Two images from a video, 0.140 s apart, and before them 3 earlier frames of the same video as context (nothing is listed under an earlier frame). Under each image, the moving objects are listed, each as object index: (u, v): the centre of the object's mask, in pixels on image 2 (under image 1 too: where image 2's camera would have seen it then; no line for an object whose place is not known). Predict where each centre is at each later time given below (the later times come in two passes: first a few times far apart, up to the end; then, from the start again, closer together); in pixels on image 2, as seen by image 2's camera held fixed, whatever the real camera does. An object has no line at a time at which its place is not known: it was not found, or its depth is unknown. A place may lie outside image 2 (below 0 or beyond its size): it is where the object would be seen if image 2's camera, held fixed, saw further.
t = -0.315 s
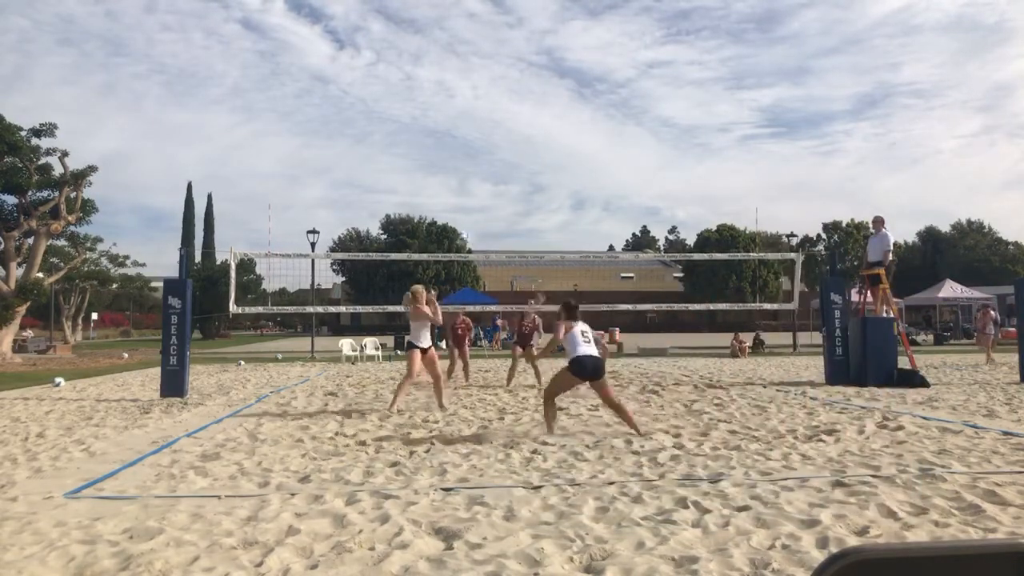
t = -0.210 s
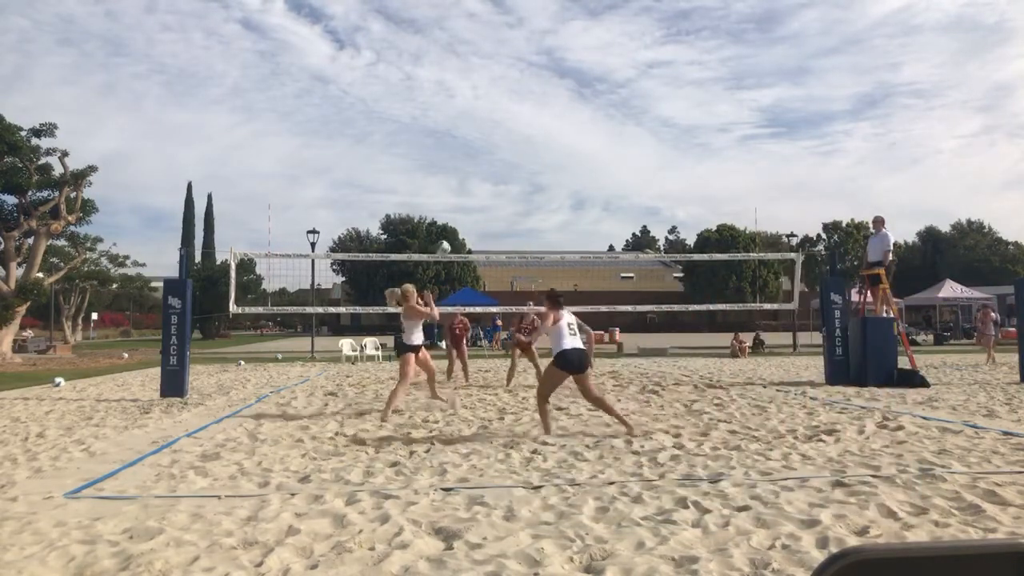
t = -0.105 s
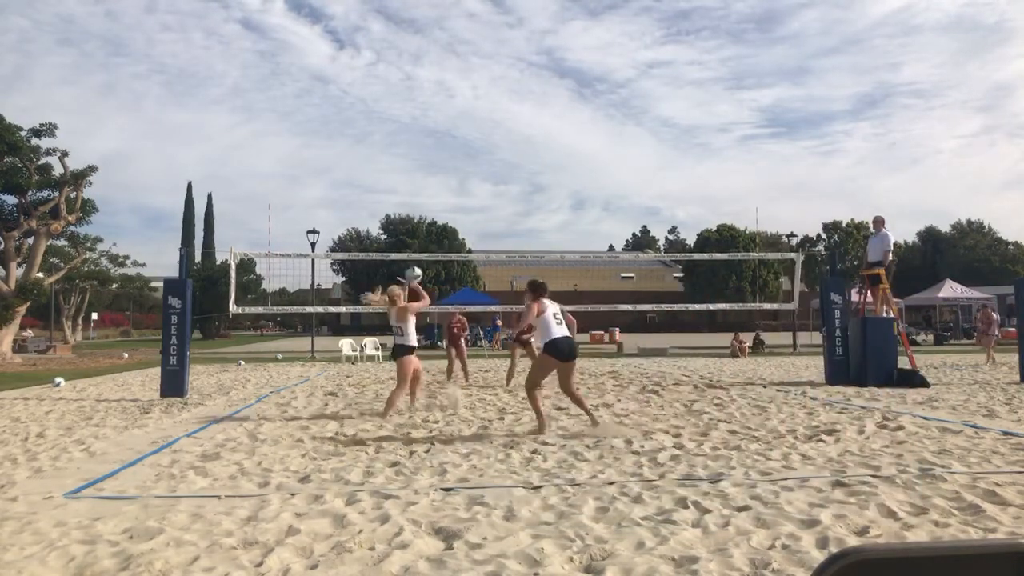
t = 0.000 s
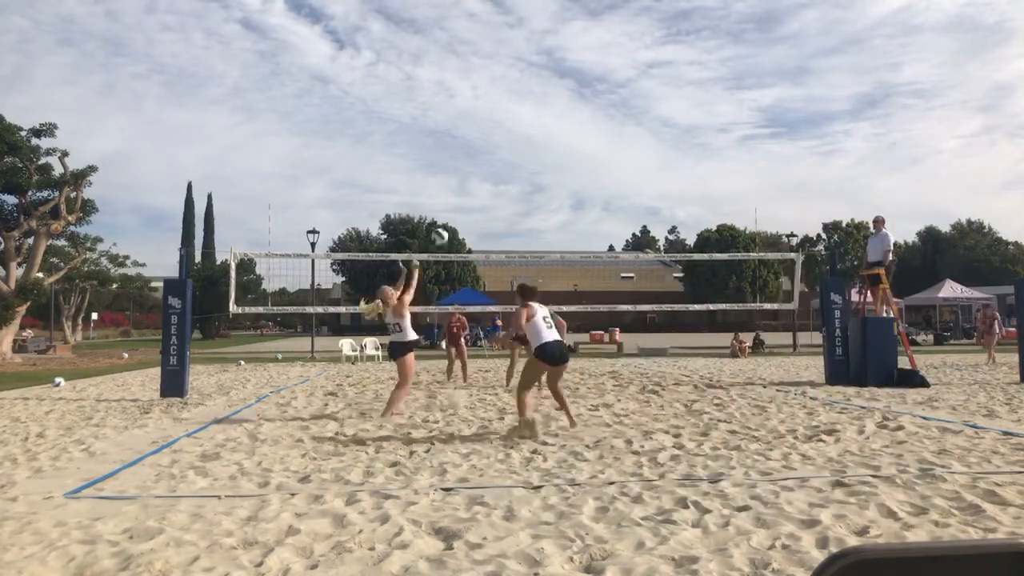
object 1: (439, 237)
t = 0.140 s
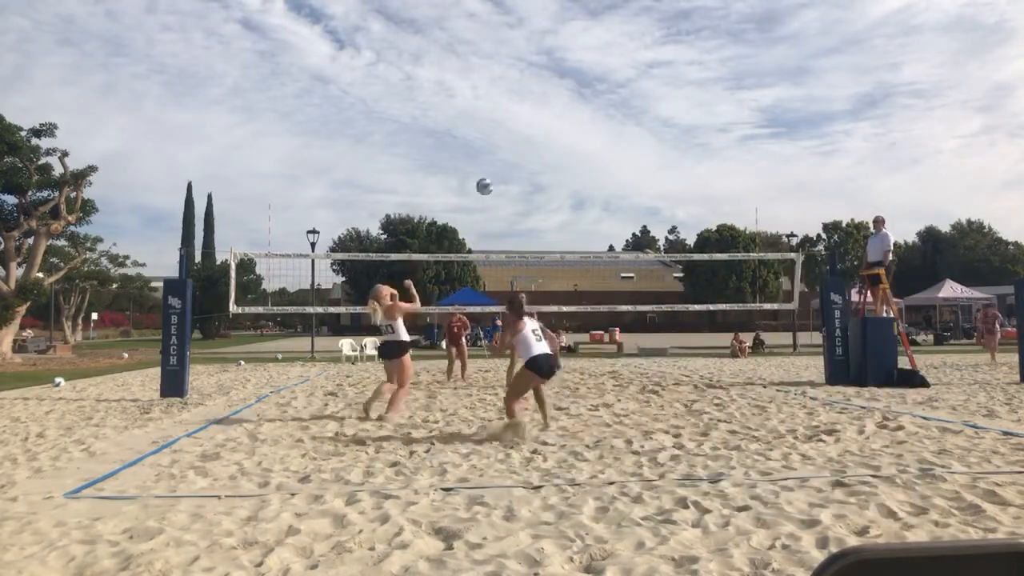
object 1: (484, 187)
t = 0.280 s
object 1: (527, 150)
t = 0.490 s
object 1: (594, 119)
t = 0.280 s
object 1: (527, 150)
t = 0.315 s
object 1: (539, 142)
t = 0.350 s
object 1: (549, 136)
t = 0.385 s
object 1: (561, 130)
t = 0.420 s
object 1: (572, 125)
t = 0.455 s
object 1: (583, 122)
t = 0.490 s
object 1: (594, 119)
